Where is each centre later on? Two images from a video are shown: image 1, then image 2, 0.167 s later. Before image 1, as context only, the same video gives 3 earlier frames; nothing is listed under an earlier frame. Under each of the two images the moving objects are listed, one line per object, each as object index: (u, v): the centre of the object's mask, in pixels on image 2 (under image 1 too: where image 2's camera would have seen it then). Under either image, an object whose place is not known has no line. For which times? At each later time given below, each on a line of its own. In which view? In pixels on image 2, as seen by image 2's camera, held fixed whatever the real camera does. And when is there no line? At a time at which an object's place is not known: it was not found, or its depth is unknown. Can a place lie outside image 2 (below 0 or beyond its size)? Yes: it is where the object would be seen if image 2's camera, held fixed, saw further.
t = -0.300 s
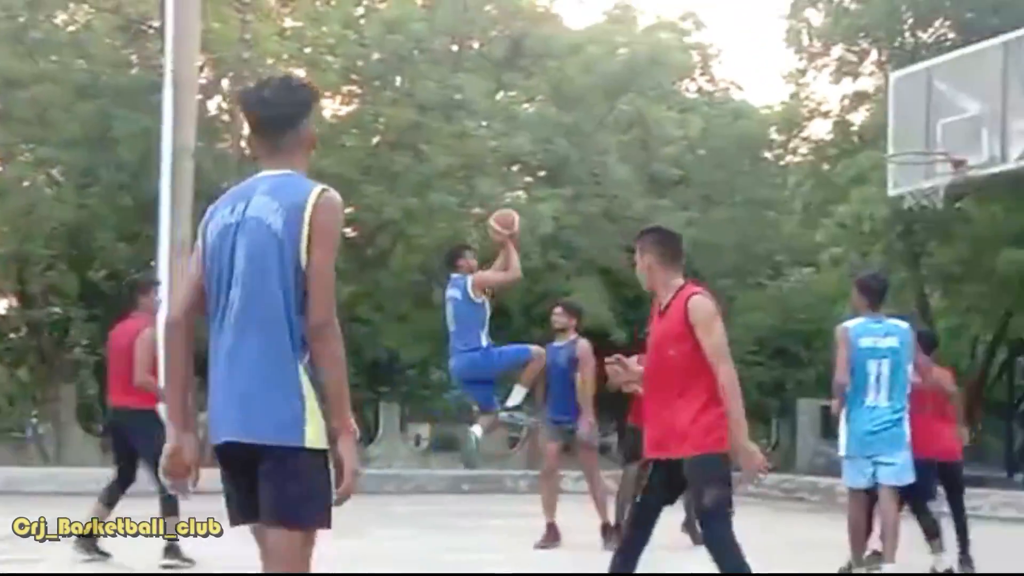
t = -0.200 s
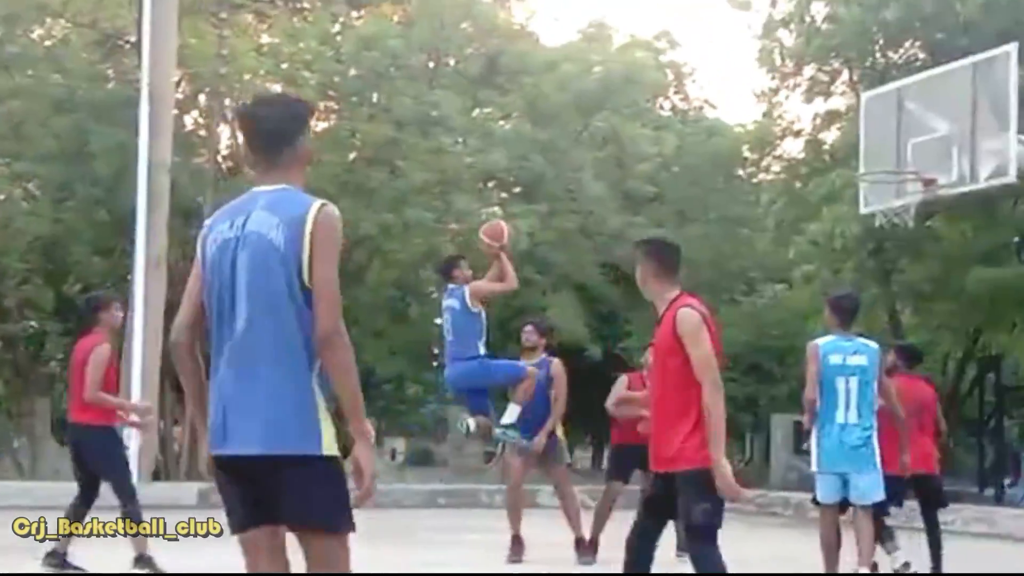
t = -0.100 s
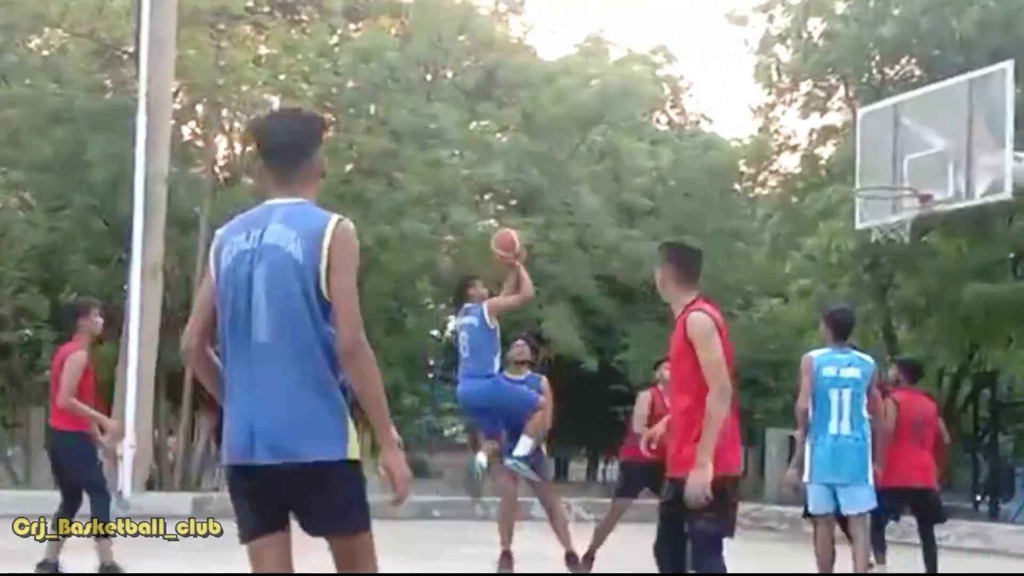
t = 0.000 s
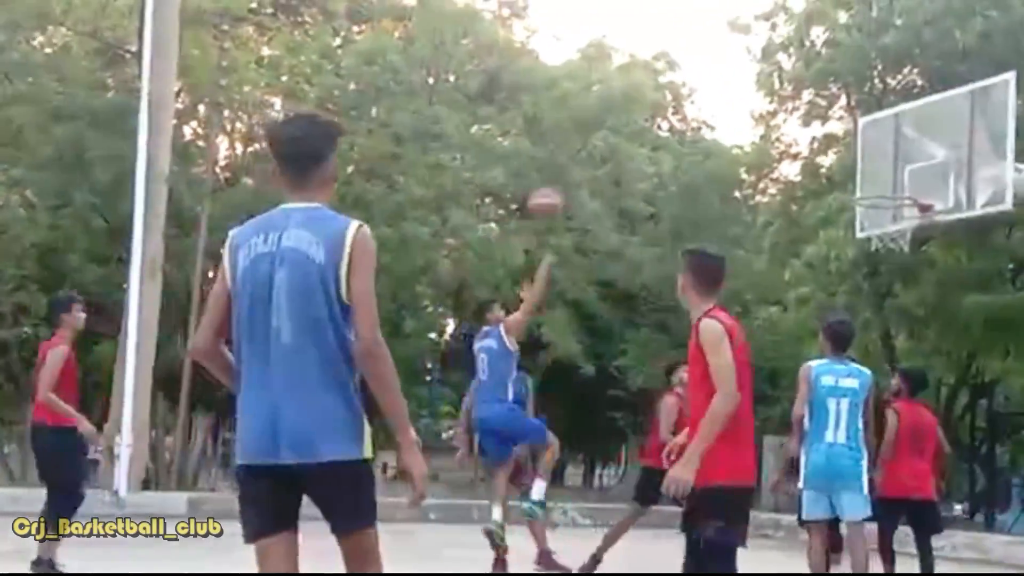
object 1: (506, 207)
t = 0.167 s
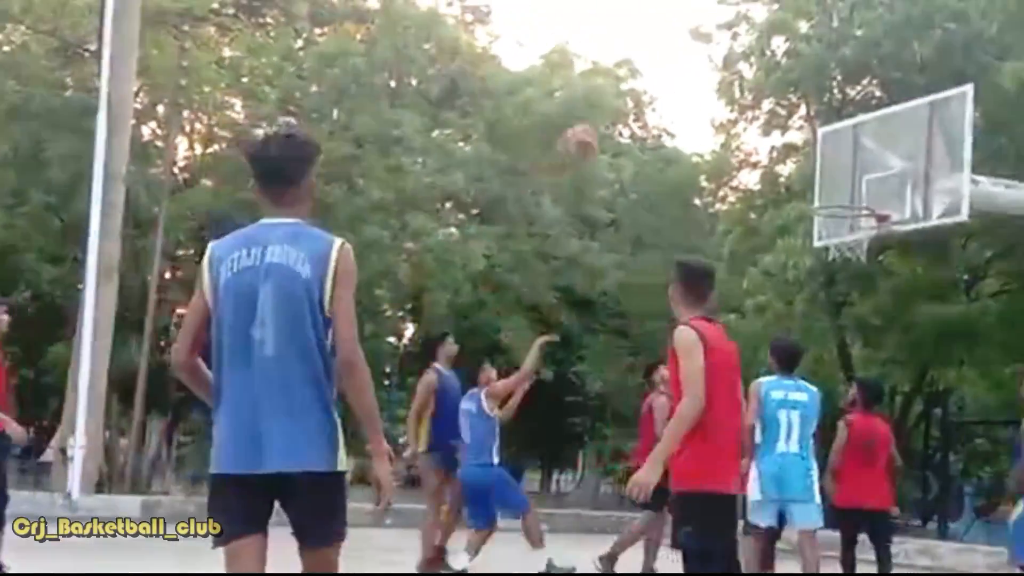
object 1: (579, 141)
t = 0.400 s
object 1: (678, 107)
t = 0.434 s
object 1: (691, 107)
